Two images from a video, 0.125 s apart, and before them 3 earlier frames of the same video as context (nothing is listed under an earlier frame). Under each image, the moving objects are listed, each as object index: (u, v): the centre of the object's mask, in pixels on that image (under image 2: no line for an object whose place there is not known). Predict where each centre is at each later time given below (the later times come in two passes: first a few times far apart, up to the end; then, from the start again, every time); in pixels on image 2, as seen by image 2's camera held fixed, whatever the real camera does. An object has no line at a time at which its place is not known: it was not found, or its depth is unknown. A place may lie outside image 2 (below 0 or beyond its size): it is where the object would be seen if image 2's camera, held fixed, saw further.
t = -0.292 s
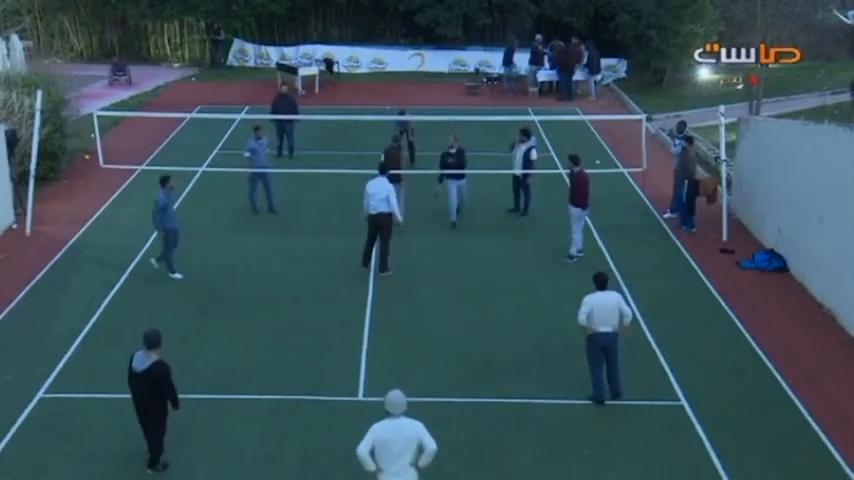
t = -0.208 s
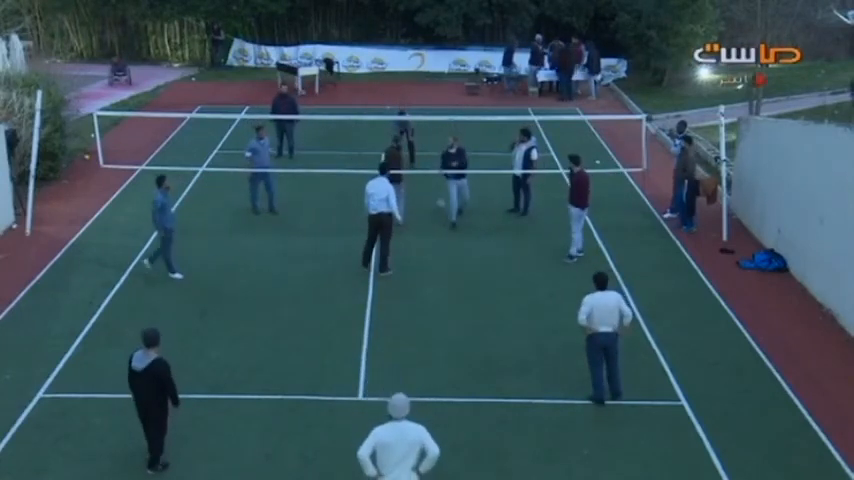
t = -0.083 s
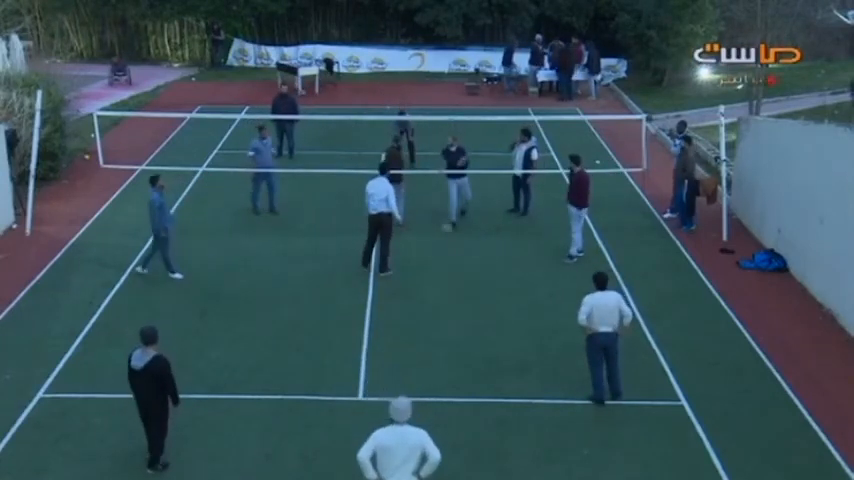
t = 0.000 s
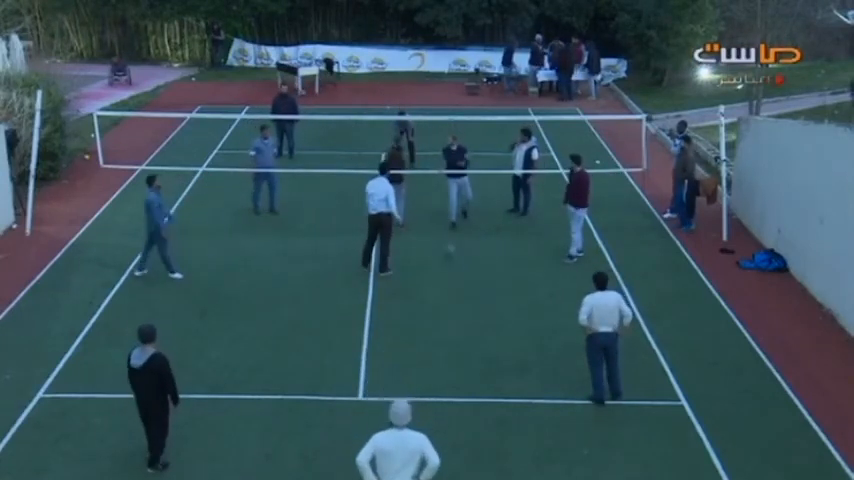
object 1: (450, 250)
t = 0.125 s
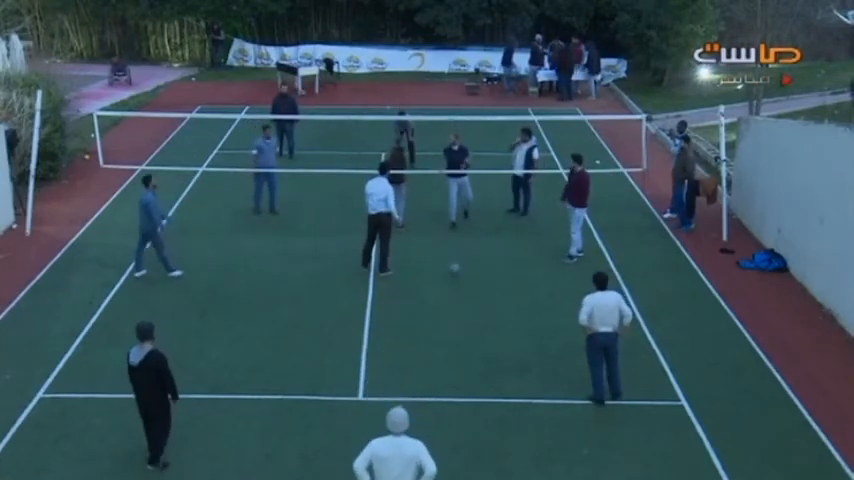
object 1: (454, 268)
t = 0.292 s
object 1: (458, 273)
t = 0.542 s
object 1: (466, 314)
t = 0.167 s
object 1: (456, 267)
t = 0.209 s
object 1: (455, 268)
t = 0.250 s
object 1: (457, 269)
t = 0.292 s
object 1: (458, 273)
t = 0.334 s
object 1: (458, 275)
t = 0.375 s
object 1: (461, 281)
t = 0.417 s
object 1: (462, 288)
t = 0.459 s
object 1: (462, 294)
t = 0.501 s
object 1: (464, 304)
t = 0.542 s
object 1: (466, 314)
